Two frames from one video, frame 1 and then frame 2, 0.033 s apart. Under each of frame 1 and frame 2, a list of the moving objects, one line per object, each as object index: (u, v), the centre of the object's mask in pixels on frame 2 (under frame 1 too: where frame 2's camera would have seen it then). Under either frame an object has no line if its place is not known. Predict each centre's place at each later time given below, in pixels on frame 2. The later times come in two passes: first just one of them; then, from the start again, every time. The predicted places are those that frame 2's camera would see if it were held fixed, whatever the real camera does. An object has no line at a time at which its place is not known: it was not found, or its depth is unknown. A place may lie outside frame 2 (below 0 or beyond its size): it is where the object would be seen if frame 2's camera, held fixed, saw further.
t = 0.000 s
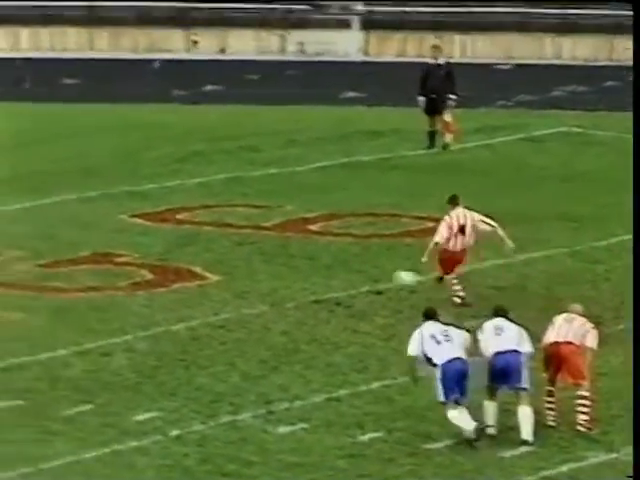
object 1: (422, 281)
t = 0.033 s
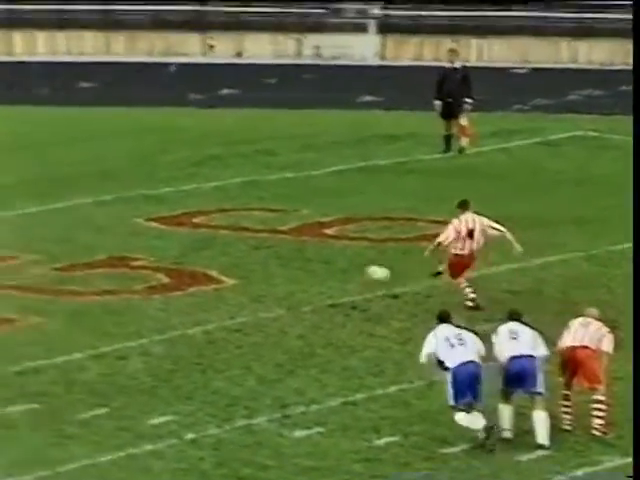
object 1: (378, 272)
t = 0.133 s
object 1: (247, 253)
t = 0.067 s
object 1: (333, 264)
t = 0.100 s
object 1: (290, 258)
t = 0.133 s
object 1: (247, 253)
